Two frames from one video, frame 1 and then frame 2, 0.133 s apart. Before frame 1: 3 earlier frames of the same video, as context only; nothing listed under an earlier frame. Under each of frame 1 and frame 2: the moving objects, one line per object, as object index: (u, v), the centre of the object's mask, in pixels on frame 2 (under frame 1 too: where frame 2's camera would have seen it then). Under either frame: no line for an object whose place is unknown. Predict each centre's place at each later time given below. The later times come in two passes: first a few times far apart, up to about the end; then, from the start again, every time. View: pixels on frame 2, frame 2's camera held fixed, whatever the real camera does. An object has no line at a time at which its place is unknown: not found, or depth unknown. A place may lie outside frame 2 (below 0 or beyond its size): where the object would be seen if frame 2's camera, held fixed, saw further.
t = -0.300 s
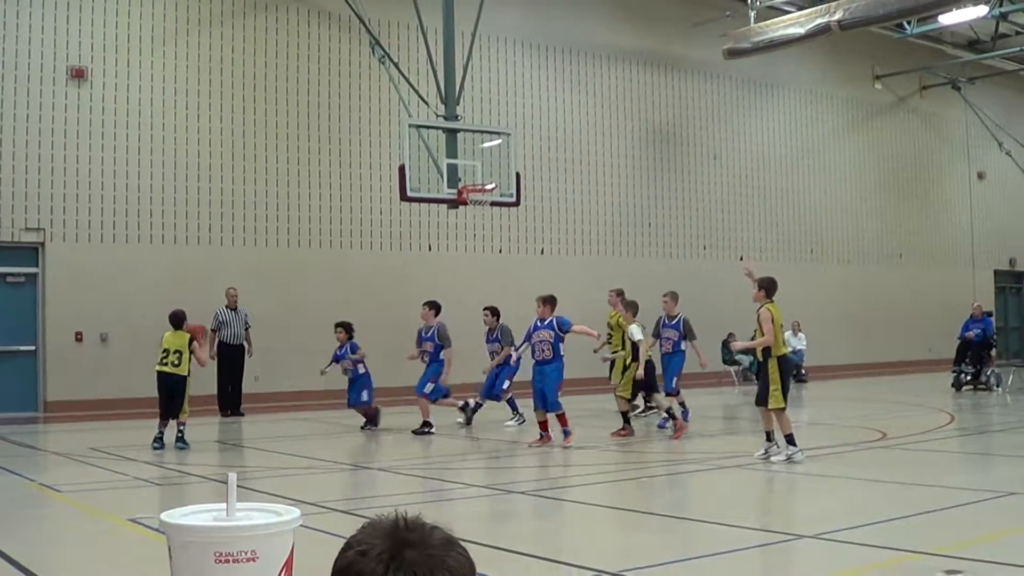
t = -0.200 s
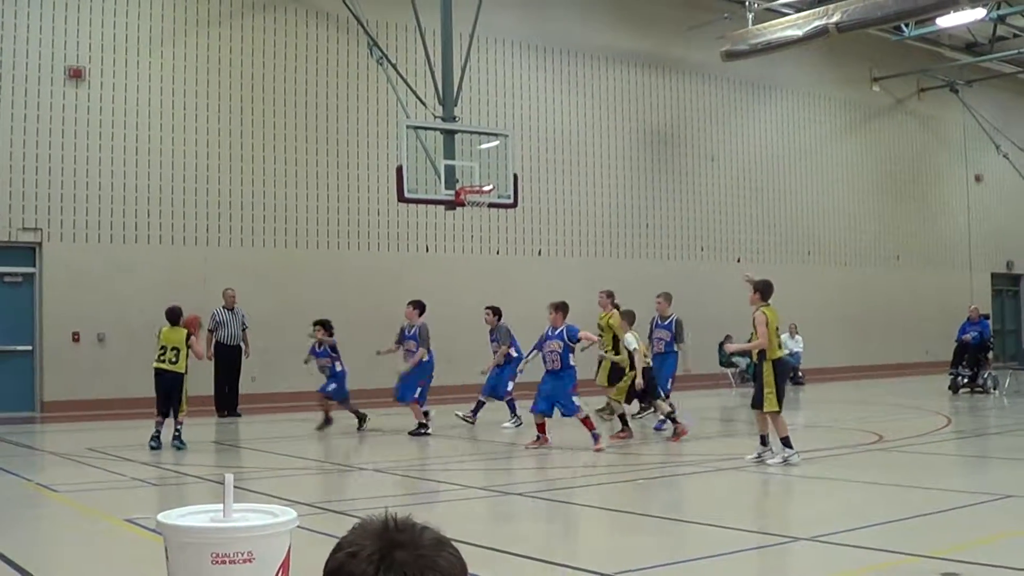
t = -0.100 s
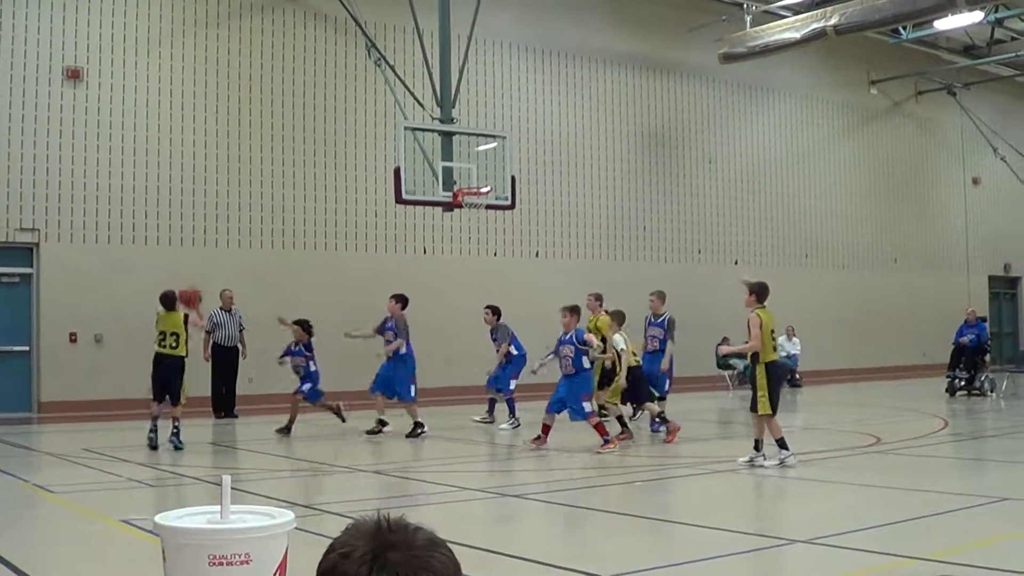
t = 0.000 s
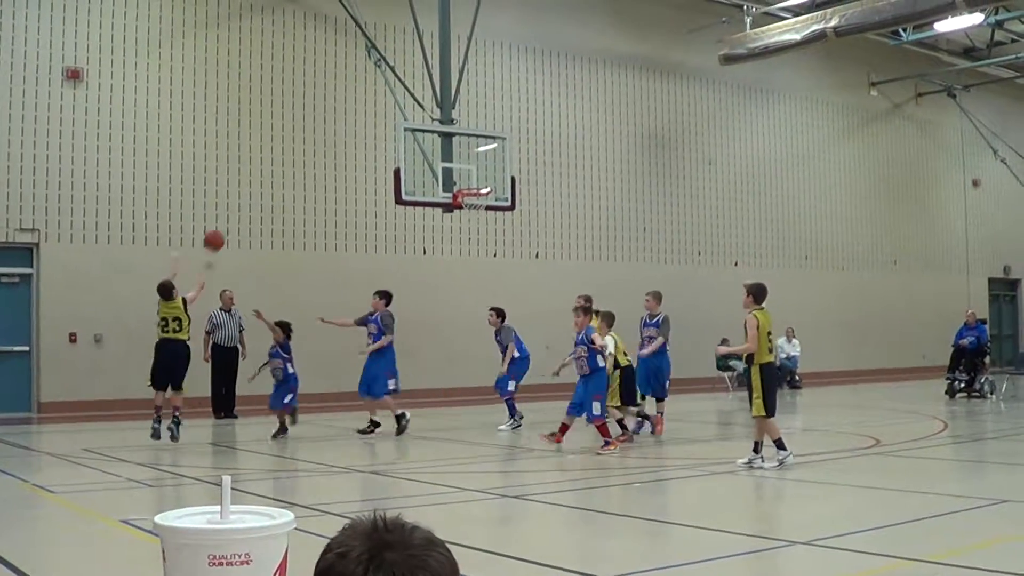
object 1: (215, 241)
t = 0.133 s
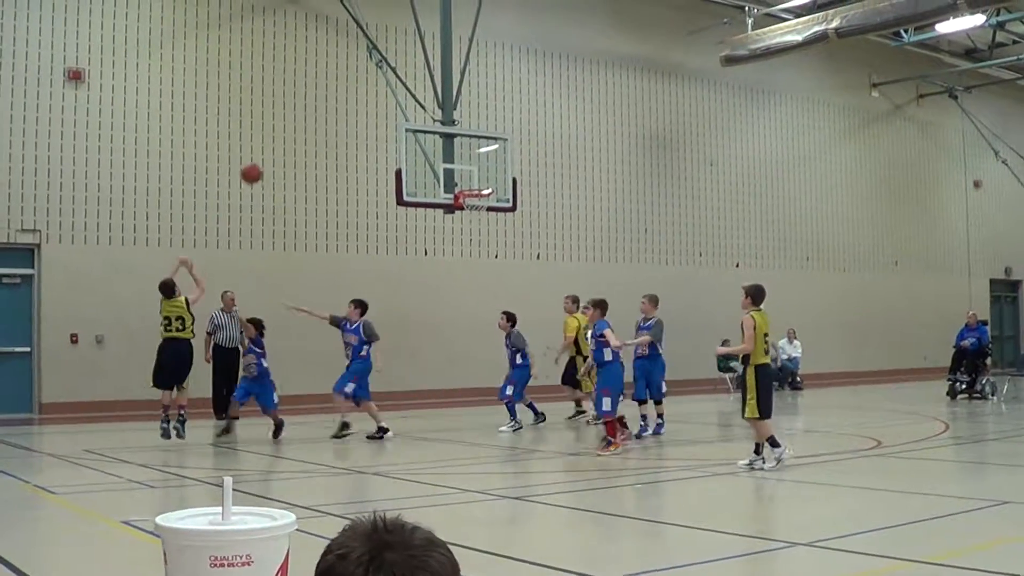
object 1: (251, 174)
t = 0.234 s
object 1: (278, 136)
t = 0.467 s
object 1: (331, 88)
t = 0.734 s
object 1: (385, 89)
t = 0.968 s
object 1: (428, 133)
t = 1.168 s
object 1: (451, 176)
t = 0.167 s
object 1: (260, 160)
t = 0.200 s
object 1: (269, 148)
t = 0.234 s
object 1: (278, 136)
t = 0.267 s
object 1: (285, 127)
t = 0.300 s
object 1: (293, 117)
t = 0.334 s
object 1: (301, 109)
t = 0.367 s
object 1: (309, 102)
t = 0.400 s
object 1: (317, 96)
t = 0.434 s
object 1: (324, 92)
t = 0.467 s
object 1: (331, 88)
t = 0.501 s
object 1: (338, 85)
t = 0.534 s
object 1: (345, 83)
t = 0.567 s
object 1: (352, 82)
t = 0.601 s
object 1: (359, 82)
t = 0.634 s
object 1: (366, 83)
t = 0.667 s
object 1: (372, 84)
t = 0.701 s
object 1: (378, 86)
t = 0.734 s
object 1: (385, 89)
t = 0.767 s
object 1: (392, 93)
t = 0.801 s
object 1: (398, 98)
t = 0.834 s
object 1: (404, 103)
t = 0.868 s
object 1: (410, 110)
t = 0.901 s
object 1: (417, 117)
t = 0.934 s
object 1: (422, 125)
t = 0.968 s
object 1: (428, 133)
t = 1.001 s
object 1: (434, 143)
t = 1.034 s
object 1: (438, 153)
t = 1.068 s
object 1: (445, 164)
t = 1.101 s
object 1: (451, 176)
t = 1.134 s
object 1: (454, 184)
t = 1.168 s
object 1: (451, 176)
